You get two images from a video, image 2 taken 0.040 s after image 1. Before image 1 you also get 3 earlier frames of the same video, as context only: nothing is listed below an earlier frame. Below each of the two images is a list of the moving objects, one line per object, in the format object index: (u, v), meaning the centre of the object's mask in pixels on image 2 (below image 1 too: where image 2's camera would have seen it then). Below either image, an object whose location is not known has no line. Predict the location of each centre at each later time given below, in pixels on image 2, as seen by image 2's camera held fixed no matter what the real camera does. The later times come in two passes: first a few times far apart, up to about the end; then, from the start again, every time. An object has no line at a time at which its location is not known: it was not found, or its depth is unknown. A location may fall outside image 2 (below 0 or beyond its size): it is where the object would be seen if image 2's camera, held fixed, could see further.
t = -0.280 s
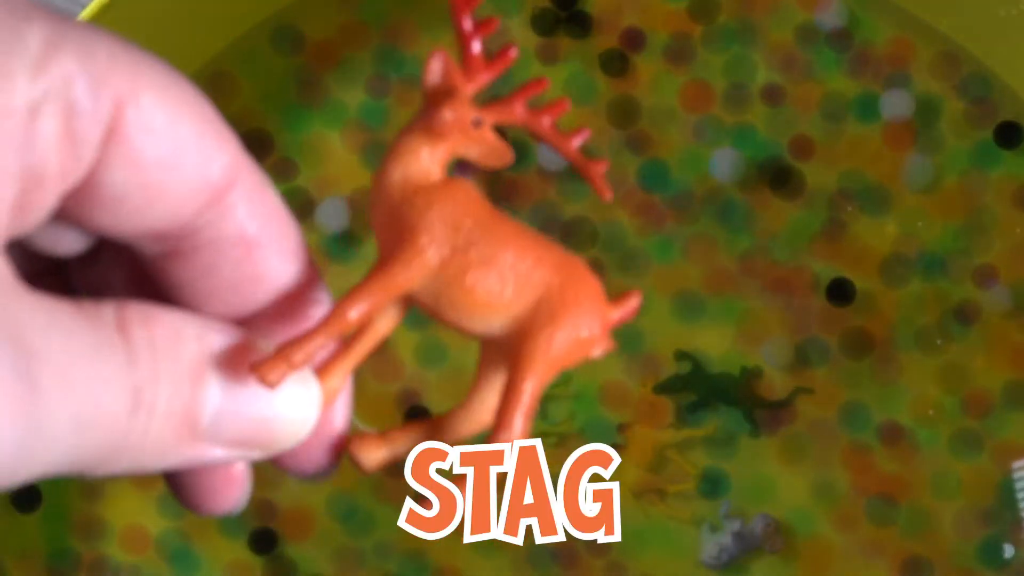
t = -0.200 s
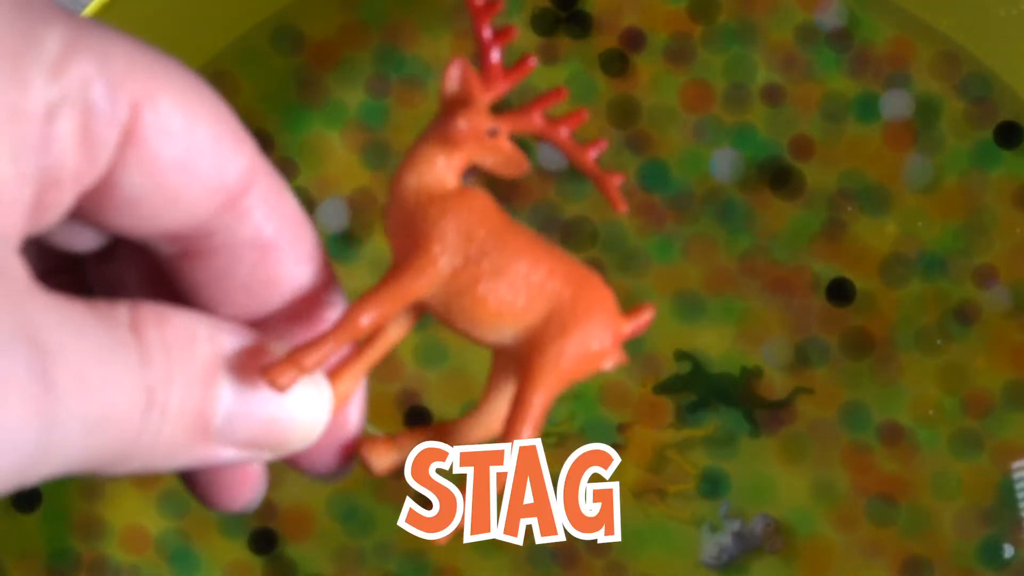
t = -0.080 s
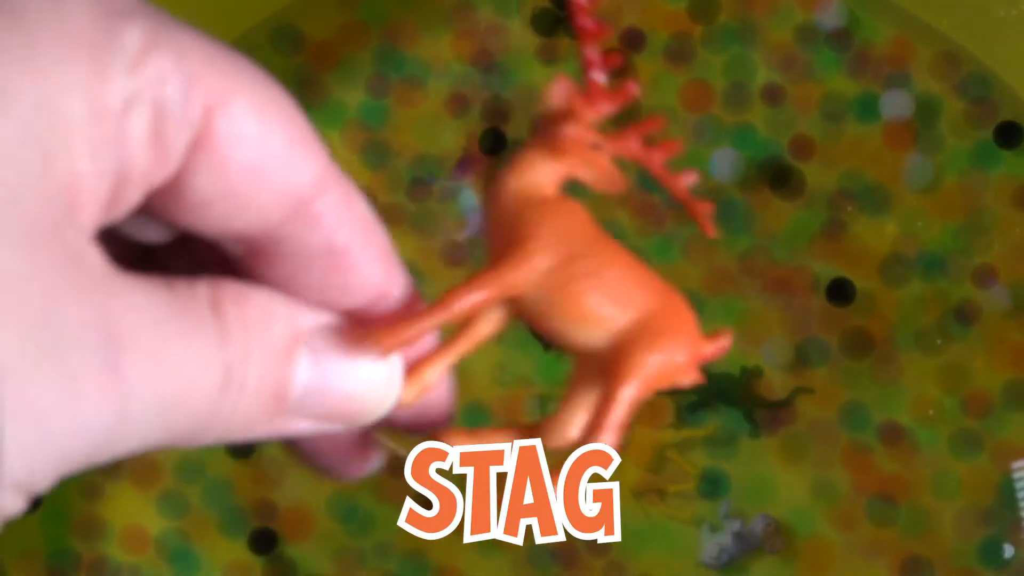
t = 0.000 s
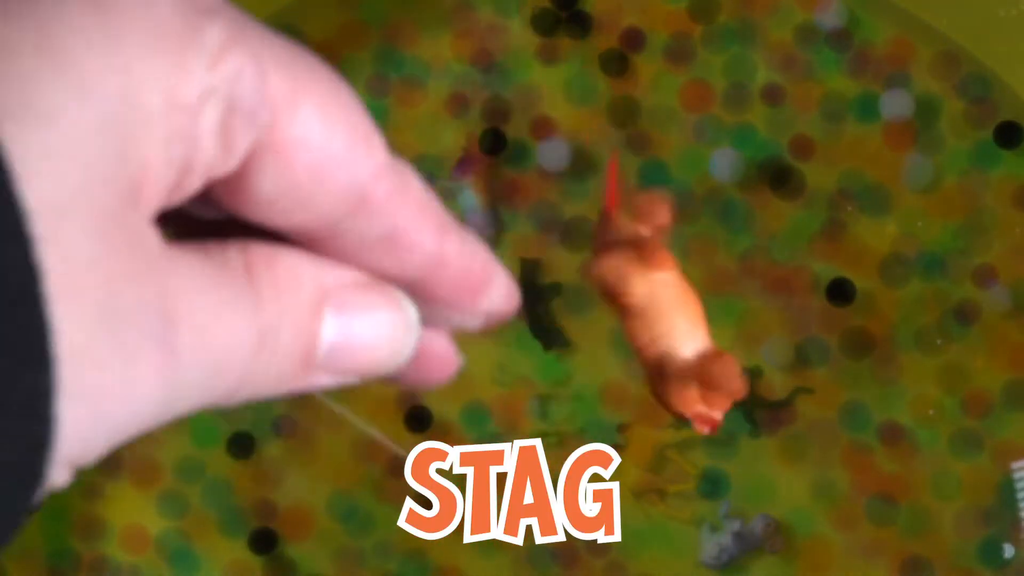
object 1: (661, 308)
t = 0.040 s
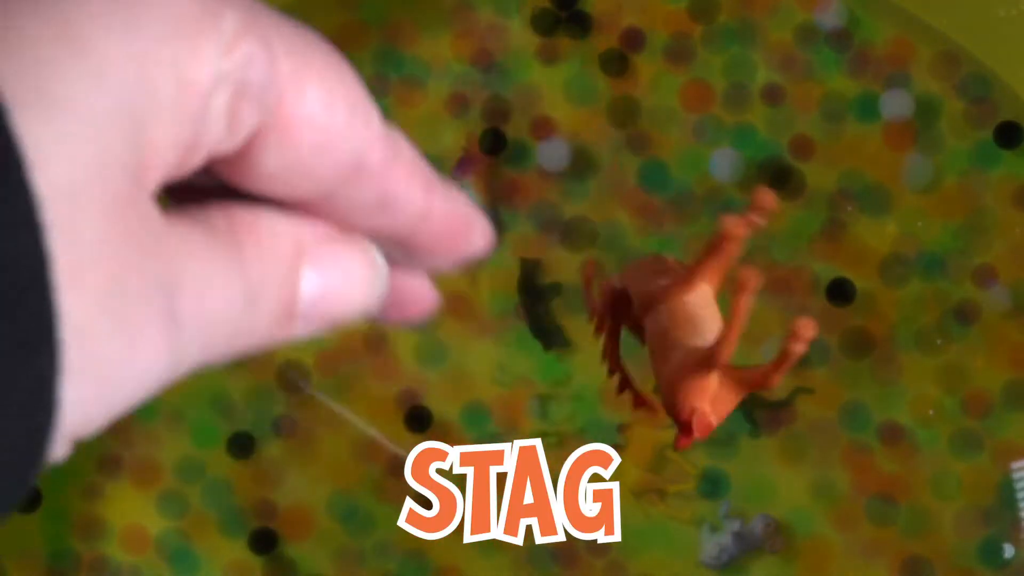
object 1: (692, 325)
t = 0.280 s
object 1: (692, 407)
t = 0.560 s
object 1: (635, 412)
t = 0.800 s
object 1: (635, 414)
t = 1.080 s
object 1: (624, 413)
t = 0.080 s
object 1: (705, 344)
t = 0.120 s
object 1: (707, 364)
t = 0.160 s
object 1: (695, 380)
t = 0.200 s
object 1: (694, 392)
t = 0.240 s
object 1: (692, 398)
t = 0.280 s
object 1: (692, 407)
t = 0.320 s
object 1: (669, 406)
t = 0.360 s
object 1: (660, 414)
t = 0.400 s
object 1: (654, 414)
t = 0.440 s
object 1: (646, 410)
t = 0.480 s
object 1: (643, 415)
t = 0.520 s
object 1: (639, 409)
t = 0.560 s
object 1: (635, 412)
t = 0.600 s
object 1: (637, 415)
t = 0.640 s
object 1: (636, 418)
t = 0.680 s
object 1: (638, 415)
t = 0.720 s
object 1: (636, 412)
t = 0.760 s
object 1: (635, 411)
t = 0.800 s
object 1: (635, 414)
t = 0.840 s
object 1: (632, 417)
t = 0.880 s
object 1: (630, 416)
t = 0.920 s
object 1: (631, 412)
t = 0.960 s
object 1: (631, 412)
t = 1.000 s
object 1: (628, 412)
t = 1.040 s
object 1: (625, 413)
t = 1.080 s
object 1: (624, 413)
